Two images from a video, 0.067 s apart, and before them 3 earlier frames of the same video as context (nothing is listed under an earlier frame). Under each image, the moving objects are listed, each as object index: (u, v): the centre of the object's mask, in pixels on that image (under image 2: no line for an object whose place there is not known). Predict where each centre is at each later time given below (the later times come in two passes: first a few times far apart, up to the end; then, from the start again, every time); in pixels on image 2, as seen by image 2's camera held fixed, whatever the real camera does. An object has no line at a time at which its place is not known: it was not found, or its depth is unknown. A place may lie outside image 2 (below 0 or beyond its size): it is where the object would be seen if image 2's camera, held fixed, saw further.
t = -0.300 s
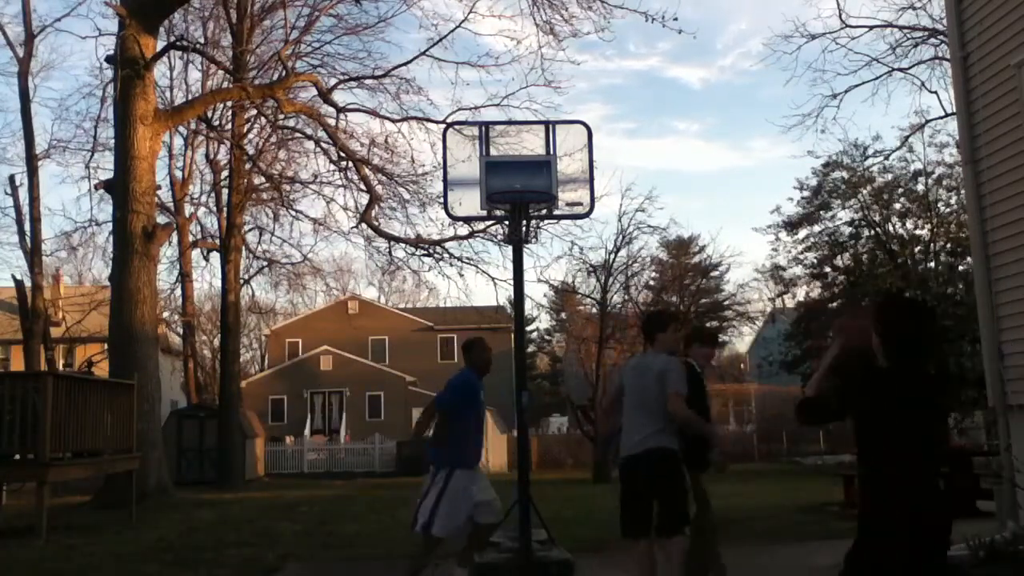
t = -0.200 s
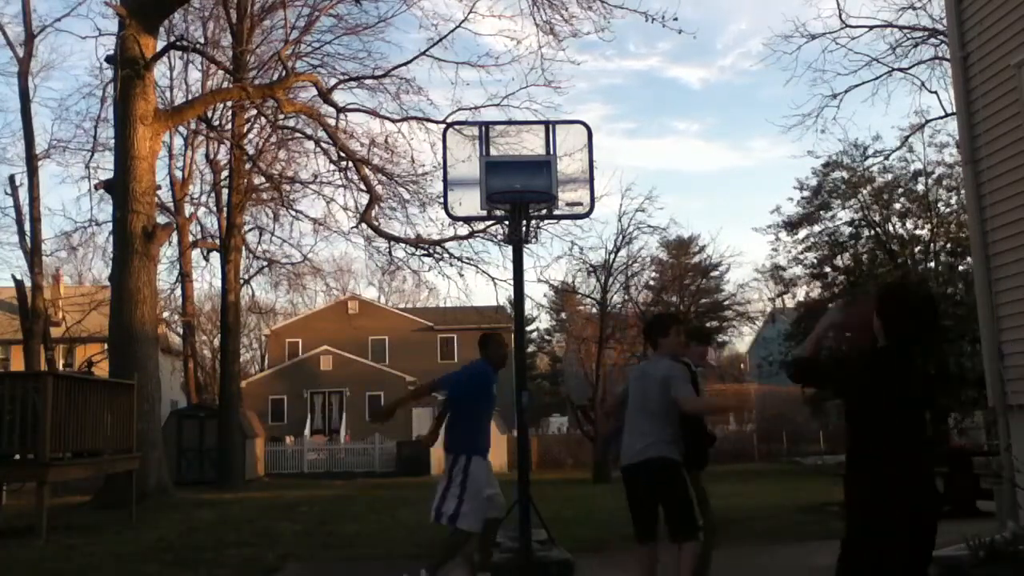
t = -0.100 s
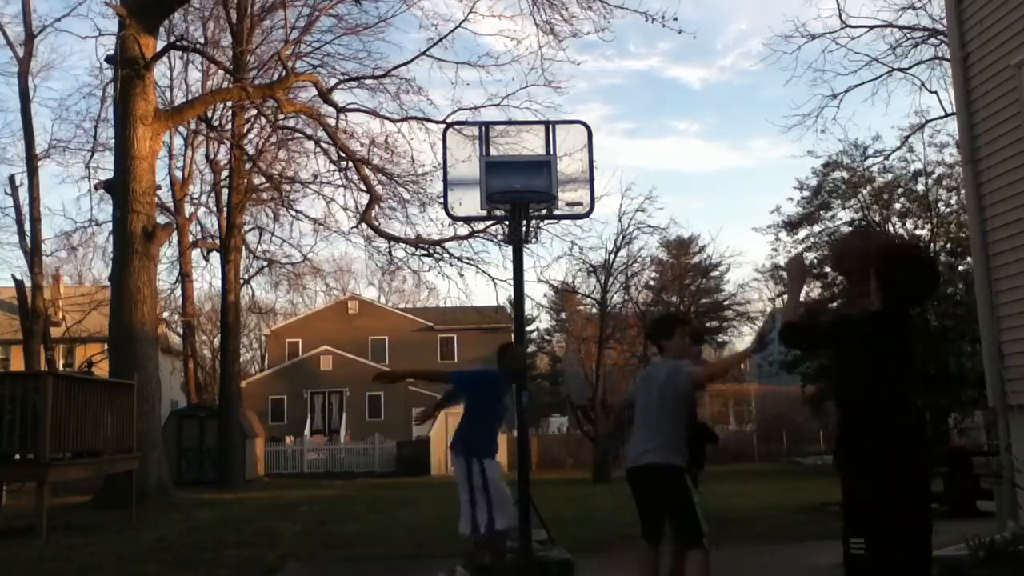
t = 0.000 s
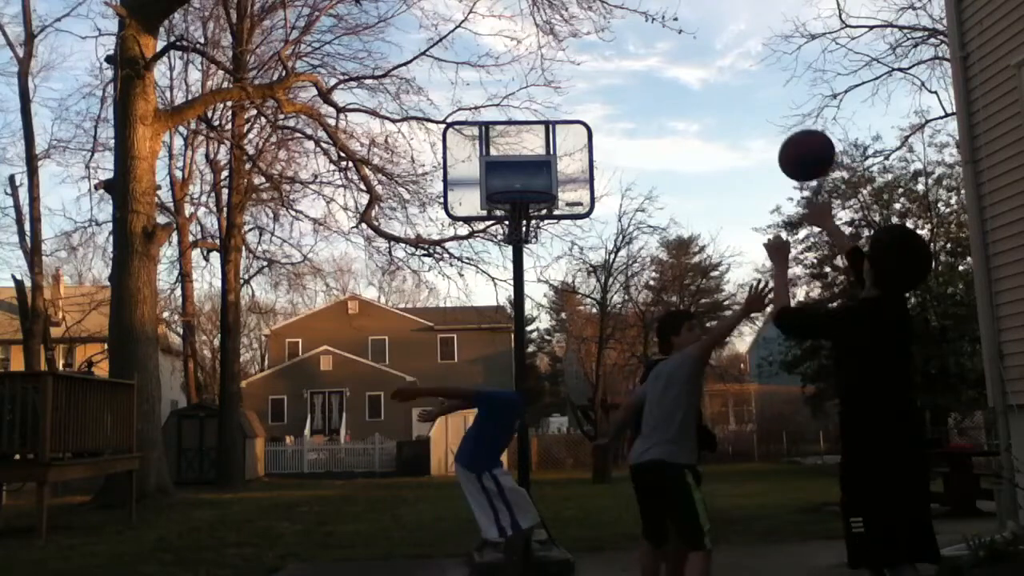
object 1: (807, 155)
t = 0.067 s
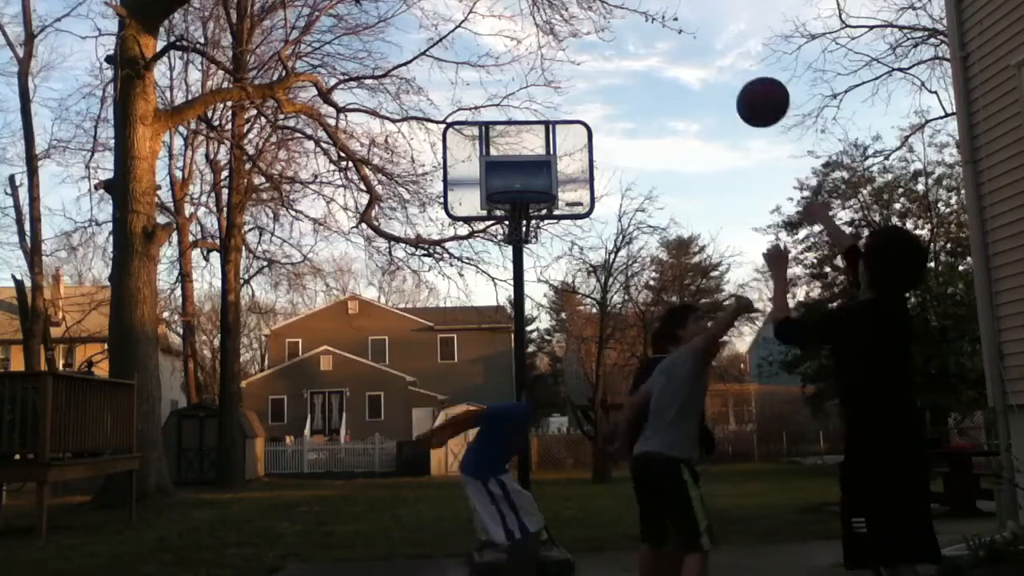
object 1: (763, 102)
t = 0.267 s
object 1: (658, 18)
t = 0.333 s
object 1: (631, 12)
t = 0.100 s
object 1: (743, 80)
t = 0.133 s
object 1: (724, 62)
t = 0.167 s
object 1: (706, 47)
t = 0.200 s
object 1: (690, 34)
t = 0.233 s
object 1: (673, 24)
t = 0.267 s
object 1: (658, 18)
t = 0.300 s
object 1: (644, 14)
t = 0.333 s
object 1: (631, 12)
